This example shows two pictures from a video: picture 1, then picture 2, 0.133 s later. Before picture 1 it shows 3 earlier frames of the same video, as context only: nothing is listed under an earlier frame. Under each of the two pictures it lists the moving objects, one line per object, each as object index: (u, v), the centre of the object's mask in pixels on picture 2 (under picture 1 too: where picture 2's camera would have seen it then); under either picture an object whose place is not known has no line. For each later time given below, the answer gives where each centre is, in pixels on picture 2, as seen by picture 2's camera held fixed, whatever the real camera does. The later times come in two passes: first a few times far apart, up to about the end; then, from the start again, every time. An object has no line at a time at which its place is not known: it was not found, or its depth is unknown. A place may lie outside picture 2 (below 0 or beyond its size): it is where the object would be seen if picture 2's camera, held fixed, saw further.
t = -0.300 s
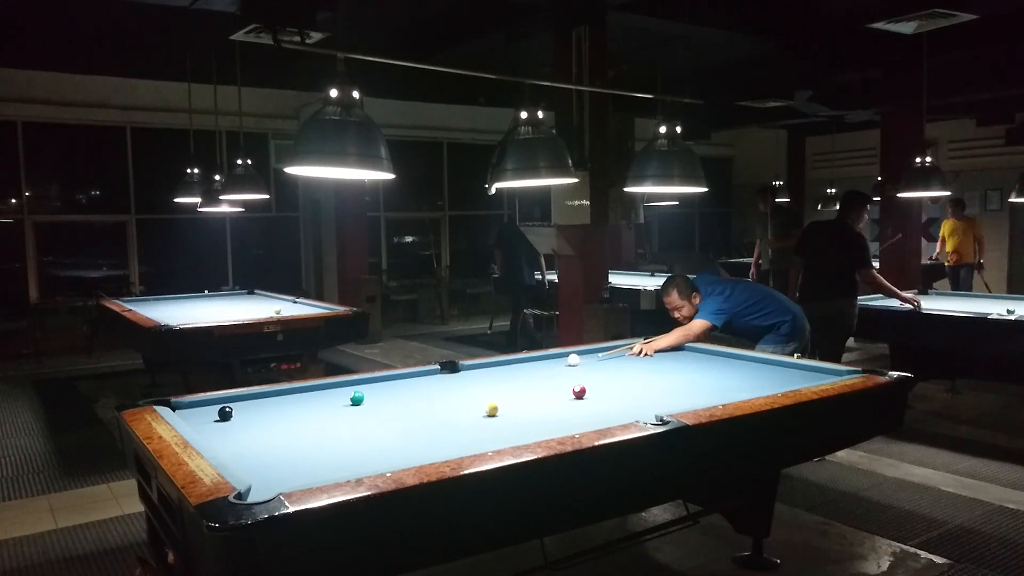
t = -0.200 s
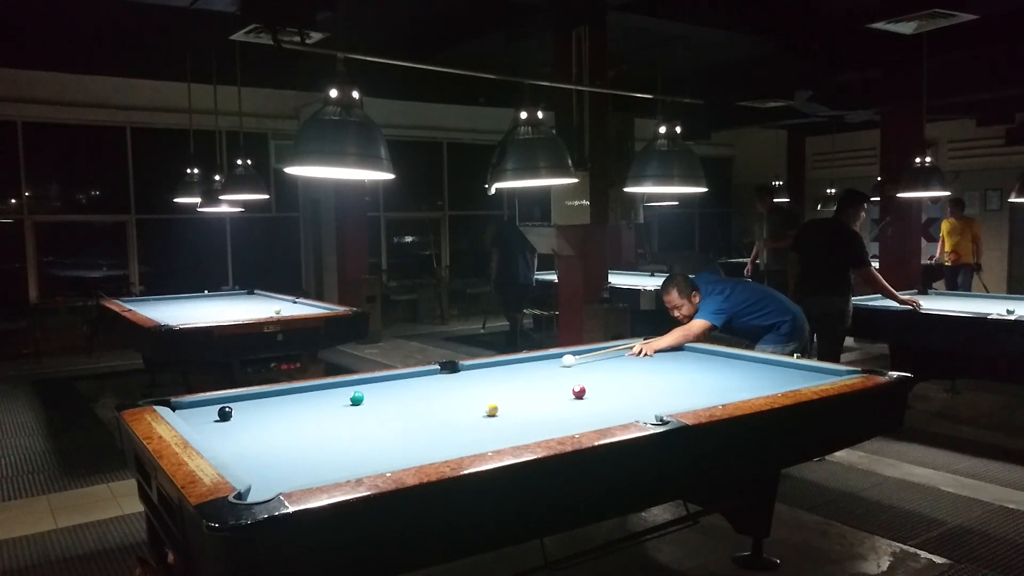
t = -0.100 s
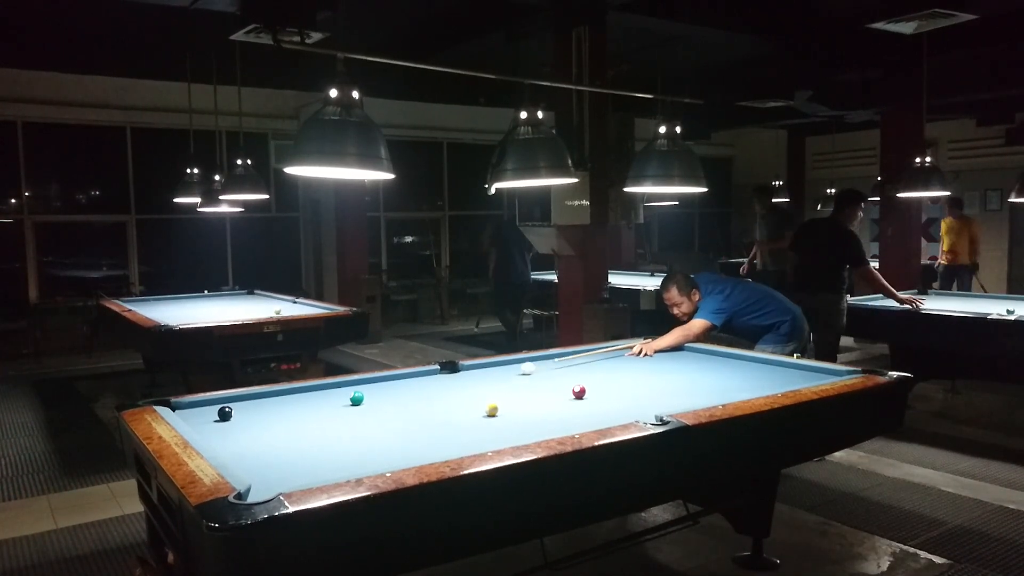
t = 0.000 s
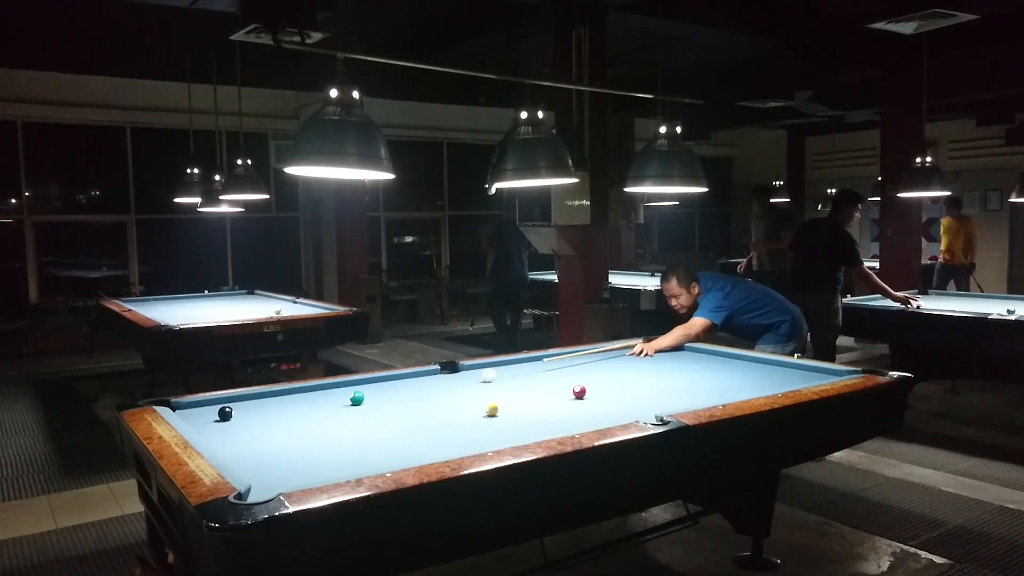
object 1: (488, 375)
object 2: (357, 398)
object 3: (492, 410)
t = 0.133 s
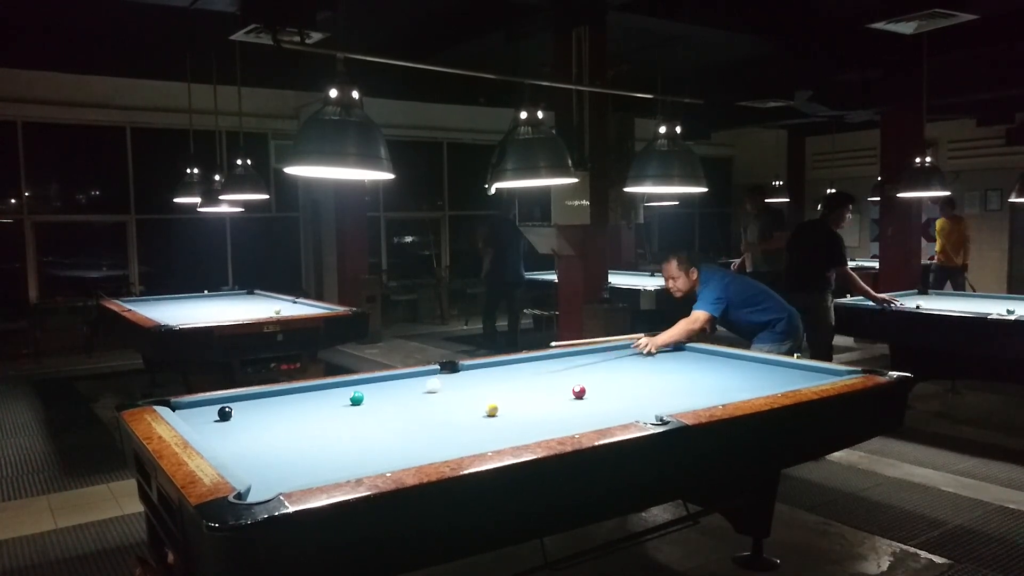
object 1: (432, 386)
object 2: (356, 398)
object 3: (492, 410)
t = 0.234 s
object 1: (387, 394)
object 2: (357, 398)
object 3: (492, 410)
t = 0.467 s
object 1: (349, 413)
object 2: (275, 402)
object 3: (492, 410)
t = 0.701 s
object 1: (305, 436)
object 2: (198, 407)
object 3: (492, 410)
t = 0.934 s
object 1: (253, 462)
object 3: (492, 410)
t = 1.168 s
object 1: (288, 470)
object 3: (492, 410)
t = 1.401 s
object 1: (344, 470)
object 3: (492, 410)
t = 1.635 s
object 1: (379, 462)
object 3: (492, 410)
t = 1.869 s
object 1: (402, 453)
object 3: (492, 410)
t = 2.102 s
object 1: (422, 442)
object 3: (492, 410)
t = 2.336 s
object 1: (440, 432)
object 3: (492, 410)
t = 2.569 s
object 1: (455, 424)
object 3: (492, 410)
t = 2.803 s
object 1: (469, 417)
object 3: (492, 410)
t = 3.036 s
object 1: (477, 411)
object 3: (496, 409)
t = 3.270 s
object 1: (474, 408)
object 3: (508, 407)
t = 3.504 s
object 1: (471, 404)
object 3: (520, 406)
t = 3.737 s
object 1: (469, 401)
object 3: (529, 404)
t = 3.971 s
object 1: (467, 399)
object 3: (540, 403)
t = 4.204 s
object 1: (466, 396)
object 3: (547, 402)
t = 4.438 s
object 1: (464, 393)
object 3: (555, 401)
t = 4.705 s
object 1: (463, 391)
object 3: (562, 400)
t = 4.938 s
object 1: (462, 389)
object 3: (566, 400)
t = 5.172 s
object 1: (462, 389)
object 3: (570, 399)
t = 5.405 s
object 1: (461, 387)
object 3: (573, 399)
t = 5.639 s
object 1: (460, 387)
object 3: (574, 397)
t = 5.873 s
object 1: (460, 386)
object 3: (575, 397)
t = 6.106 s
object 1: (460, 386)
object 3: (575, 397)
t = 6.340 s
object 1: (460, 386)
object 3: (575, 397)
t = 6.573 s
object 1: (460, 386)
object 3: (575, 397)
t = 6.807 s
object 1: (460, 385)
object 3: (575, 398)
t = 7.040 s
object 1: (460, 385)
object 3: (575, 398)
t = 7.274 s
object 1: (460, 386)
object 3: (575, 397)
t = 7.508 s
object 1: (460, 386)
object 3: (575, 397)
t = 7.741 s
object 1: (460, 386)
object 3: (575, 397)
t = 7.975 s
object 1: (460, 386)
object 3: (575, 397)
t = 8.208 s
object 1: (460, 386)
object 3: (575, 397)
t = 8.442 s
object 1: (460, 386)
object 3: (575, 397)
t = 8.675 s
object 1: (460, 386)
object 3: (575, 397)
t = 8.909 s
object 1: (460, 386)
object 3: (575, 397)
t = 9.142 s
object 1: (460, 386)
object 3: (575, 397)
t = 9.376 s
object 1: (460, 386)
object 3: (575, 397)
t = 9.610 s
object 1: (460, 386)
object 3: (575, 397)
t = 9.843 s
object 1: (460, 386)
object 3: (575, 397)
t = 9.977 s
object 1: (460, 386)
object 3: (575, 397)
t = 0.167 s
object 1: (417, 389)
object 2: (356, 398)
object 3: (492, 410)
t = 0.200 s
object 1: (402, 391)
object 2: (357, 398)
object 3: (492, 410)
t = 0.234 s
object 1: (387, 394)
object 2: (357, 398)
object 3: (492, 410)
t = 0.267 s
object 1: (372, 397)
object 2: (356, 398)
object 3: (492, 410)
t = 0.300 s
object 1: (369, 399)
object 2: (341, 399)
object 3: (492, 410)
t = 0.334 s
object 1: (367, 402)
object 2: (326, 400)
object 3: (492, 410)
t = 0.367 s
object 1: (364, 404)
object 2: (312, 401)
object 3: (492, 410)
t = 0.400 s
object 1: (360, 407)
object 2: (299, 401)
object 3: (492, 410)
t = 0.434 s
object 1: (355, 410)
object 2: (287, 401)
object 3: (492, 410)
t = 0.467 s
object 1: (349, 413)
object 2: (275, 402)
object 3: (492, 410)
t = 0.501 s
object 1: (344, 415)
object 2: (264, 403)
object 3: (492, 410)
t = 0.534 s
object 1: (338, 419)
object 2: (253, 403)
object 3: (492, 410)
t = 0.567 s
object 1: (332, 421)
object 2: (242, 403)
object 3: (492, 410)
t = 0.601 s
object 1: (325, 425)
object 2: (232, 403)
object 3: (492, 410)
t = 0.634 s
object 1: (319, 428)
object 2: (219, 403)
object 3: (492, 410)
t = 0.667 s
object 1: (313, 431)
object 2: (208, 406)
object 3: (492, 410)
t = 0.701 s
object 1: (305, 436)
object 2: (198, 407)
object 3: (492, 410)
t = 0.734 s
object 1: (299, 439)
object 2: (187, 407)
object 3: (492, 410)
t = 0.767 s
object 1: (292, 442)
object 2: (176, 406)
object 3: (492, 410)
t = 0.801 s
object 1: (285, 445)
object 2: (166, 404)
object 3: (492, 410)
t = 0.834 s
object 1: (277, 449)
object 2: (162, 404)
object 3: (492, 410)
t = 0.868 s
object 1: (270, 454)
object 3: (492, 410)
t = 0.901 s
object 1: (261, 457)
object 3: (492, 410)
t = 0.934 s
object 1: (253, 462)
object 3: (492, 410)
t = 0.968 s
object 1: (245, 465)
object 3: (492, 410)
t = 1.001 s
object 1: (247, 467)
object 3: (492, 410)
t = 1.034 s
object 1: (255, 468)
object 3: (492, 410)
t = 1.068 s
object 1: (263, 469)
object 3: (492, 410)
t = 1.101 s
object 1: (272, 469)
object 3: (492, 410)
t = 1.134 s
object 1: (280, 469)
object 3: (492, 410)
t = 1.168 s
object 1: (288, 470)
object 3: (492, 410)
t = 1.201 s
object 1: (296, 470)
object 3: (492, 410)
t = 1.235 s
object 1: (304, 471)
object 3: (492, 410)
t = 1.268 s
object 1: (312, 471)
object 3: (492, 410)
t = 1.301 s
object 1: (320, 471)
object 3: (492, 410)
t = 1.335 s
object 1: (328, 471)
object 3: (492, 410)
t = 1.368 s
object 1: (336, 470)
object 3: (492, 410)
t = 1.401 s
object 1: (344, 470)
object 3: (492, 410)
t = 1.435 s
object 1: (352, 469)
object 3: (492, 410)
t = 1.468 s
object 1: (359, 468)
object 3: (492, 410)
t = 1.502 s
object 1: (364, 467)
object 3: (492, 410)
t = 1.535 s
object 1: (368, 466)
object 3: (492, 410)
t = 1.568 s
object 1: (371, 464)
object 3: (492, 410)
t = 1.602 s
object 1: (375, 463)
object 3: (492, 410)
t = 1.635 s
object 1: (379, 462)
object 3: (492, 410)
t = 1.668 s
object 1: (382, 460)
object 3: (492, 410)
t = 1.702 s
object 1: (386, 459)
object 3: (492, 410)
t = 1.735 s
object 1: (389, 457)
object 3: (492, 410)
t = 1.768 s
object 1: (392, 456)
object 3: (492, 410)
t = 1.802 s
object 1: (395, 455)
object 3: (492, 410)
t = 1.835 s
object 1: (398, 454)
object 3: (492, 410)
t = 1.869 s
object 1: (402, 453)
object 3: (492, 410)
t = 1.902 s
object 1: (405, 450)
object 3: (492, 410)
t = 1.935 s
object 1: (408, 449)
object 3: (492, 410)
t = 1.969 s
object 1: (411, 448)
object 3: (492, 410)
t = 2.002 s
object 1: (414, 447)
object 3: (492, 410)
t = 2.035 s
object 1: (417, 445)
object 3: (492, 410)
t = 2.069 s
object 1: (419, 443)
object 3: (492, 410)
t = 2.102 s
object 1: (422, 442)
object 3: (492, 410)
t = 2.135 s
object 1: (425, 440)
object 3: (492, 410)
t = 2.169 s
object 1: (428, 439)
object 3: (492, 410)
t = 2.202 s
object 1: (430, 437)
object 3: (492, 410)
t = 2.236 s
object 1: (432, 436)
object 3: (492, 410)
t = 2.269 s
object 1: (435, 435)
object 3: (492, 410)
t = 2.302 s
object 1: (437, 434)
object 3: (492, 410)
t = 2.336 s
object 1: (440, 432)
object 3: (492, 410)
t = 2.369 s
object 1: (442, 431)
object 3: (492, 410)
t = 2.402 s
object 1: (444, 430)
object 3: (492, 410)
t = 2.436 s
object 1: (446, 429)
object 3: (492, 410)
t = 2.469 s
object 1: (449, 428)
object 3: (492, 410)
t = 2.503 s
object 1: (451, 427)
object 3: (492, 410)
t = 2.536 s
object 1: (454, 425)
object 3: (492, 410)
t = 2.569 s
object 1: (455, 424)
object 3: (492, 410)
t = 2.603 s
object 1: (457, 423)
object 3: (492, 410)
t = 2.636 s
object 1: (459, 422)
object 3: (492, 410)
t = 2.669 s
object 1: (461, 421)
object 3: (492, 410)
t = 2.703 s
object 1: (464, 420)
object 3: (492, 410)
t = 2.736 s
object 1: (466, 420)
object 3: (492, 410)
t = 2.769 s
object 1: (468, 419)
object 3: (492, 410)
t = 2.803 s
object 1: (469, 417)
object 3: (492, 410)
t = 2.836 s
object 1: (472, 416)
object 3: (492, 410)
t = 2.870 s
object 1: (473, 415)
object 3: (492, 410)
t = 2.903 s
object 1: (475, 415)
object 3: (492, 410)
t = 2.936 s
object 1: (477, 413)
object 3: (492, 410)
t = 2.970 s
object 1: (478, 413)
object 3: (492, 410)
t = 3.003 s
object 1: (477, 412)
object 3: (495, 409)
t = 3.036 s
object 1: (477, 411)
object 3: (496, 409)
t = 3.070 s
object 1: (476, 411)
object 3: (498, 409)
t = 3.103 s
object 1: (476, 410)
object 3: (500, 409)
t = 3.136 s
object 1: (475, 410)
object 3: (502, 408)
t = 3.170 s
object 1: (475, 409)
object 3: (503, 408)
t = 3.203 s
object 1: (475, 409)
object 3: (505, 408)
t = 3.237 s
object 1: (474, 408)
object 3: (507, 407)
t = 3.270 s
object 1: (474, 408)
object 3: (508, 407)
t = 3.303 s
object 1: (473, 408)
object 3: (510, 407)
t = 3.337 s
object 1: (473, 407)
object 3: (512, 407)
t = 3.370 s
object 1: (472, 407)
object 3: (514, 407)
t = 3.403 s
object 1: (472, 406)
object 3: (515, 406)
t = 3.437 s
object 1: (472, 406)
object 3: (517, 406)
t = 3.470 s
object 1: (471, 404)
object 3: (518, 406)
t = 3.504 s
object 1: (471, 404)
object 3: (520, 406)
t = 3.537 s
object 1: (471, 404)
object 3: (522, 406)
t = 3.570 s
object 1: (470, 403)
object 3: (523, 406)
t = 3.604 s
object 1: (470, 403)
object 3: (524, 405)
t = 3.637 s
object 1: (470, 402)
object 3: (526, 405)
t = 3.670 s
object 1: (469, 402)
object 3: (527, 405)
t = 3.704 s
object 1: (469, 401)
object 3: (528, 405)
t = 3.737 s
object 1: (469, 401)
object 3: (529, 404)
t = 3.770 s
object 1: (469, 401)
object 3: (531, 404)
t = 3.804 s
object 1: (468, 401)
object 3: (533, 404)
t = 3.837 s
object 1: (468, 400)
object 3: (534, 404)
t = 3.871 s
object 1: (467, 400)
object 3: (535, 403)
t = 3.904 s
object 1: (468, 399)
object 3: (537, 403)
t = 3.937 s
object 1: (467, 399)
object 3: (538, 403)
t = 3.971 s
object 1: (467, 399)
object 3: (540, 403)
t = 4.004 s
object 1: (467, 398)
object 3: (541, 403)
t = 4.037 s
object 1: (466, 398)
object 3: (542, 403)
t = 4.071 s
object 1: (466, 397)
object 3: (543, 402)
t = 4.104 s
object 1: (466, 397)
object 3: (544, 402)
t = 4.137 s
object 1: (466, 396)
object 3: (545, 402)
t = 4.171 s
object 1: (466, 396)
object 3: (546, 402)
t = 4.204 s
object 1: (466, 396)
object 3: (547, 402)
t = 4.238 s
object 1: (466, 396)
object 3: (548, 402)
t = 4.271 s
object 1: (466, 395)
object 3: (549, 401)
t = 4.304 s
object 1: (465, 394)
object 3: (550, 401)
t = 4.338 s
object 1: (465, 394)
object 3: (552, 401)
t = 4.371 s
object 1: (465, 394)
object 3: (552, 401)
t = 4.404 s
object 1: (464, 393)
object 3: (553, 401)
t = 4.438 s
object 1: (464, 393)
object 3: (555, 401)
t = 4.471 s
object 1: (464, 393)
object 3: (556, 401)
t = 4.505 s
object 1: (464, 393)
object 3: (557, 401)
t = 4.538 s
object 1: (464, 393)
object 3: (558, 401)
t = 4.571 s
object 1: (464, 392)
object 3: (558, 401)
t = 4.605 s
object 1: (463, 392)
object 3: (559, 400)
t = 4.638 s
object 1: (463, 392)
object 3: (560, 400)
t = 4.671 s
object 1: (463, 391)
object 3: (561, 400)
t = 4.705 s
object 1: (463, 391)
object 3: (562, 400)
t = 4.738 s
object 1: (463, 391)
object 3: (562, 400)
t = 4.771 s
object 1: (463, 391)
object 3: (563, 400)
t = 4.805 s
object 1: (463, 390)
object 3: (564, 400)
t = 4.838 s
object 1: (463, 390)
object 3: (564, 400)
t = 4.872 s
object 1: (463, 390)
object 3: (565, 400)
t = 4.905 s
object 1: (463, 390)
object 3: (565, 400)
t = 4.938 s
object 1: (462, 389)
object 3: (566, 400)
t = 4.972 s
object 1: (462, 389)
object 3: (566, 400)
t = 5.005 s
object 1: (462, 389)
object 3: (567, 400)
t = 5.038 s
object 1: (462, 389)
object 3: (568, 400)
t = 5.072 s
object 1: (462, 389)
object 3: (568, 399)
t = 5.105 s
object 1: (462, 389)
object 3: (569, 399)
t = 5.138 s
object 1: (462, 389)
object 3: (569, 399)
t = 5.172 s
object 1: (462, 389)
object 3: (570, 399)
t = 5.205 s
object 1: (461, 388)
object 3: (570, 399)
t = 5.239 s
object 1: (461, 388)
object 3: (571, 399)
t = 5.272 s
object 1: (461, 388)
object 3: (571, 399)
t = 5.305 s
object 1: (461, 388)
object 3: (572, 399)
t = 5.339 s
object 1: (461, 388)
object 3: (572, 399)
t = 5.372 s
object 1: (461, 388)
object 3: (573, 399)
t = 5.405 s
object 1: (461, 387)
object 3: (573, 399)
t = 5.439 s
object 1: (461, 387)
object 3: (573, 398)
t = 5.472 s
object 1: (461, 387)
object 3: (574, 398)
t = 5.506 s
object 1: (460, 387)
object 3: (574, 398)
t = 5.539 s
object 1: (461, 387)
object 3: (574, 398)
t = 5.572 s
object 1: (460, 387)
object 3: (574, 398)
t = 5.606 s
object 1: (460, 386)
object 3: (574, 397)
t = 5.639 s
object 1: (460, 387)
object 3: (574, 397)
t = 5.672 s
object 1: (460, 387)
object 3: (575, 398)
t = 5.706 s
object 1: (460, 387)
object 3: (575, 397)
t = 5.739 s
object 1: (460, 386)
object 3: (575, 397)
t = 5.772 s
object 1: (460, 386)
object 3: (575, 397)
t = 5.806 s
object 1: (460, 386)
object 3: (575, 397)
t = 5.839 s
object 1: (460, 386)
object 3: (575, 397)
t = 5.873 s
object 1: (460, 386)
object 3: (575, 397)
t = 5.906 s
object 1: (460, 386)
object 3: (575, 397)
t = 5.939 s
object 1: (460, 386)
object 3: (575, 397)
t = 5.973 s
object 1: (460, 386)
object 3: (575, 397)
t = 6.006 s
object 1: (460, 386)
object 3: (575, 397)
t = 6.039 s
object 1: (460, 386)
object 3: (575, 397)
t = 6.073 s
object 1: (460, 386)
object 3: (575, 397)
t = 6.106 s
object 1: (460, 386)
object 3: (575, 397)
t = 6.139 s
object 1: (460, 386)
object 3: (575, 397)
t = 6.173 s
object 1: (460, 386)
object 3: (575, 397)
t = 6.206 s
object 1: (460, 386)
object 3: (575, 397)
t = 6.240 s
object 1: (460, 386)
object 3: (575, 397)
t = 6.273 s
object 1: (460, 386)
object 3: (575, 397)
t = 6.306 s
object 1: (460, 386)
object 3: (575, 397)
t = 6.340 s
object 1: (460, 386)
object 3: (575, 397)
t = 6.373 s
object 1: (460, 386)
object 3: (575, 397)
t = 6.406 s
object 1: (460, 386)
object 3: (575, 397)
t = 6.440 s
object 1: (460, 386)
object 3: (575, 397)
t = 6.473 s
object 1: (460, 386)
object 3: (575, 397)
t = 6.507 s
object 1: (460, 386)
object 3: (575, 397)
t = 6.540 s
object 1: (460, 386)
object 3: (575, 397)
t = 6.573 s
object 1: (460, 386)
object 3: (575, 397)
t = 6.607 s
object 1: (460, 386)
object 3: (575, 397)
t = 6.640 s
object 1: (460, 386)
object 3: (575, 397)
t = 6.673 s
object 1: (460, 386)
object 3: (575, 397)
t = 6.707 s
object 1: (460, 386)
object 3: (575, 397)
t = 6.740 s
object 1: (460, 385)
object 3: (575, 398)
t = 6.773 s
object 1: (460, 385)
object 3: (575, 398)
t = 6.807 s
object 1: (460, 385)
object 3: (575, 398)
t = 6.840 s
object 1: (460, 385)
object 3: (575, 398)
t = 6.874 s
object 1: (460, 385)
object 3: (575, 398)
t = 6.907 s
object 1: (460, 385)
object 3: (575, 398)
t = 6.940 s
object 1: (460, 385)
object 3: (575, 398)
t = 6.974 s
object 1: (460, 385)
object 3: (575, 398)
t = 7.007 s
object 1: (460, 385)
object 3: (575, 398)
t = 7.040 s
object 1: (460, 385)
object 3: (575, 398)
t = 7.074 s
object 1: (460, 385)
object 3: (575, 398)
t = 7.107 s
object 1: (460, 385)
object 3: (575, 398)
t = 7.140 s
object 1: (460, 385)
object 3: (575, 398)
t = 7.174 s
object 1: (460, 386)
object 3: (575, 398)
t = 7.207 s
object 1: (460, 386)
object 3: (575, 397)
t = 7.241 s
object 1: (460, 386)
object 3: (575, 397)
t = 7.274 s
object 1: (460, 386)
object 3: (575, 397)
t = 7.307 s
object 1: (460, 385)
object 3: (575, 397)
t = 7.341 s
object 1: (460, 386)
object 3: (575, 397)
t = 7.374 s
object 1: (460, 386)
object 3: (575, 397)
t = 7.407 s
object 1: (460, 386)
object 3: (575, 398)
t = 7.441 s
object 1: (460, 386)
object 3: (575, 397)
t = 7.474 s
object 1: (460, 386)
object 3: (575, 397)
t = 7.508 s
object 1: (460, 386)
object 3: (575, 397)
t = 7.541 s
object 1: (460, 386)
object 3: (575, 397)
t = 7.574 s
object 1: (460, 386)
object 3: (575, 397)
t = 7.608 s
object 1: (460, 386)
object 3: (575, 397)
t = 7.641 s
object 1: (460, 386)
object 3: (575, 397)
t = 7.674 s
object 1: (460, 386)
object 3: (575, 397)
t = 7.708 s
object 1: (460, 386)
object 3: (575, 397)
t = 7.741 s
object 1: (460, 386)
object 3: (575, 397)
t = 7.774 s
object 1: (460, 386)
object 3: (575, 397)
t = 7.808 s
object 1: (460, 386)
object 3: (575, 397)
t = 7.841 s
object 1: (460, 386)
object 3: (575, 397)
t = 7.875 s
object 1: (460, 386)
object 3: (575, 397)
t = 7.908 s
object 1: (460, 386)
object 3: (575, 397)
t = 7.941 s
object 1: (460, 386)
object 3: (575, 397)
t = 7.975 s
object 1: (460, 386)
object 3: (575, 397)
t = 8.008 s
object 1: (460, 386)
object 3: (575, 397)
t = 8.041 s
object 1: (460, 386)
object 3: (575, 397)
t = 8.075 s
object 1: (460, 386)
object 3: (575, 397)
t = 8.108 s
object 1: (460, 386)
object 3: (575, 397)
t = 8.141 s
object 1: (460, 386)
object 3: (575, 397)
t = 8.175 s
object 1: (460, 386)
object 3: (575, 397)
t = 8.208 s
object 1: (460, 386)
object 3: (575, 397)
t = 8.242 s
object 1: (460, 386)
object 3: (575, 397)
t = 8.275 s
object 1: (460, 386)
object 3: (575, 397)
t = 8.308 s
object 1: (460, 386)
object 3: (575, 397)
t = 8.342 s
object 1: (460, 386)
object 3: (575, 397)
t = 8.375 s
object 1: (460, 386)
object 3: (575, 397)
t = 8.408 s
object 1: (460, 386)
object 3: (575, 397)
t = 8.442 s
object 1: (460, 386)
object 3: (575, 397)
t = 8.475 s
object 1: (460, 386)
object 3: (575, 397)
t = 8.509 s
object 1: (460, 386)
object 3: (575, 397)
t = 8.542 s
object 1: (460, 386)
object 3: (575, 397)
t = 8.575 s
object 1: (460, 386)
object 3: (575, 397)
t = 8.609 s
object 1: (460, 386)
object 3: (575, 397)
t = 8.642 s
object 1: (460, 386)
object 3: (575, 397)
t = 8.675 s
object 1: (460, 386)
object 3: (575, 397)
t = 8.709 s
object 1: (460, 386)
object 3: (575, 397)
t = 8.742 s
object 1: (460, 386)
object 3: (575, 397)
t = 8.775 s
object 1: (460, 386)
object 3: (575, 397)
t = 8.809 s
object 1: (460, 386)
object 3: (575, 397)
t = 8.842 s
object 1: (460, 386)
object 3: (575, 397)
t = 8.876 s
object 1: (460, 386)
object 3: (575, 397)
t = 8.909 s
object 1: (460, 386)
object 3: (575, 397)
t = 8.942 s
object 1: (460, 386)
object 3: (575, 397)
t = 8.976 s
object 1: (460, 386)
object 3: (575, 397)
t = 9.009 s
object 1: (460, 386)
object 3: (575, 397)
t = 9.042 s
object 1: (460, 386)
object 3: (575, 397)
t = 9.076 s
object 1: (460, 386)
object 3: (575, 397)
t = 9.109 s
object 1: (460, 386)
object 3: (575, 397)
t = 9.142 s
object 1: (460, 386)
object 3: (575, 397)
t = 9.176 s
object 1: (460, 386)
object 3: (575, 397)
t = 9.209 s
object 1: (460, 386)
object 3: (575, 397)
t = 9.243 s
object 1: (460, 386)
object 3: (575, 397)
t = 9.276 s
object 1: (460, 386)
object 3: (575, 397)
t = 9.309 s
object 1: (460, 386)
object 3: (575, 397)
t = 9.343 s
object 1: (460, 386)
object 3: (575, 397)
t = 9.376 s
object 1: (460, 386)
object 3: (575, 397)
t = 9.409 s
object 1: (460, 386)
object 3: (575, 397)
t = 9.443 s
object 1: (460, 386)
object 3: (575, 397)
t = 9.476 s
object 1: (460, 386)
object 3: (575, 398)
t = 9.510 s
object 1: (460, 386)
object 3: (575, 398)
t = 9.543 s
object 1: (460, 386)
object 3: (575, 398)
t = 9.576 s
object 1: (460, 386)
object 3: (575, 397)
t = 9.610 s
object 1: (460, 386)
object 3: (575, 397)
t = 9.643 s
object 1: (460, 386)
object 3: (575, 398)
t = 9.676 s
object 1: (460, 386)
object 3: (575, 398)
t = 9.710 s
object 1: (460, 386)
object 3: (575, 398)
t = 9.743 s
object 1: (460, 386)
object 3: (575, 398)
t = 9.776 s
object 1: (460, 386)
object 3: (575, 398)
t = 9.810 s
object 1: (460, 386)
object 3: (575, 397)
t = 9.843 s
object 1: (460, 386)
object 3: (575, 397)
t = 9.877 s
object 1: (460, 386)
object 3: (575, 397)
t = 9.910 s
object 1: (460, 386)
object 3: (575, 397)
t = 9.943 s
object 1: (460, 386)
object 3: (575, 397)
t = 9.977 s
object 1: (460, 386)
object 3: (575, 397)
